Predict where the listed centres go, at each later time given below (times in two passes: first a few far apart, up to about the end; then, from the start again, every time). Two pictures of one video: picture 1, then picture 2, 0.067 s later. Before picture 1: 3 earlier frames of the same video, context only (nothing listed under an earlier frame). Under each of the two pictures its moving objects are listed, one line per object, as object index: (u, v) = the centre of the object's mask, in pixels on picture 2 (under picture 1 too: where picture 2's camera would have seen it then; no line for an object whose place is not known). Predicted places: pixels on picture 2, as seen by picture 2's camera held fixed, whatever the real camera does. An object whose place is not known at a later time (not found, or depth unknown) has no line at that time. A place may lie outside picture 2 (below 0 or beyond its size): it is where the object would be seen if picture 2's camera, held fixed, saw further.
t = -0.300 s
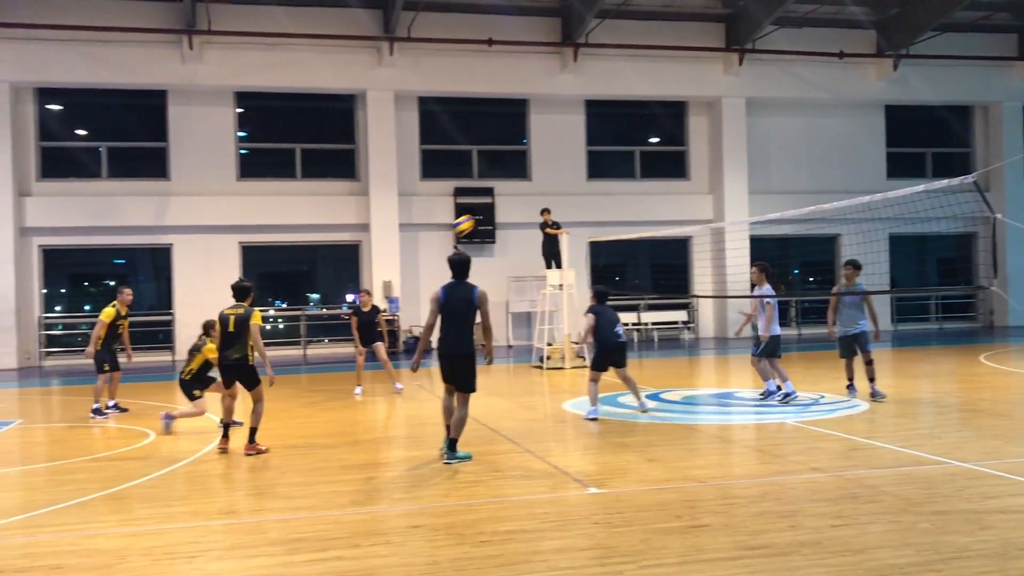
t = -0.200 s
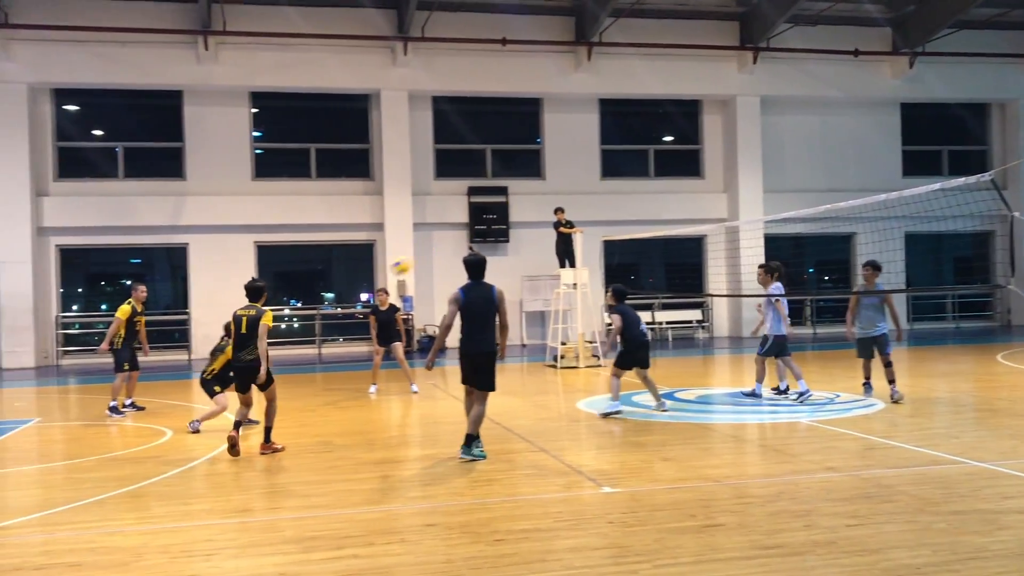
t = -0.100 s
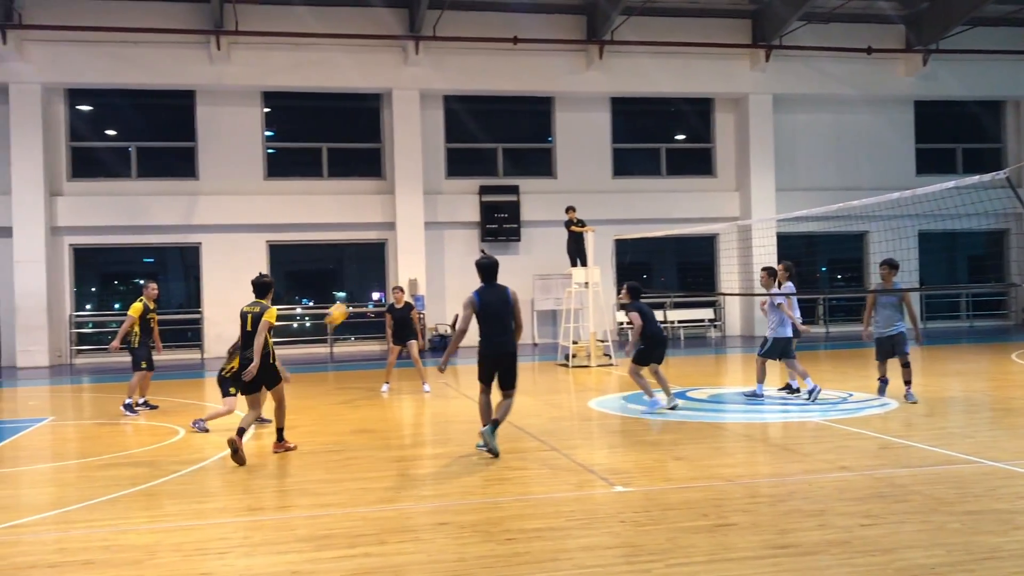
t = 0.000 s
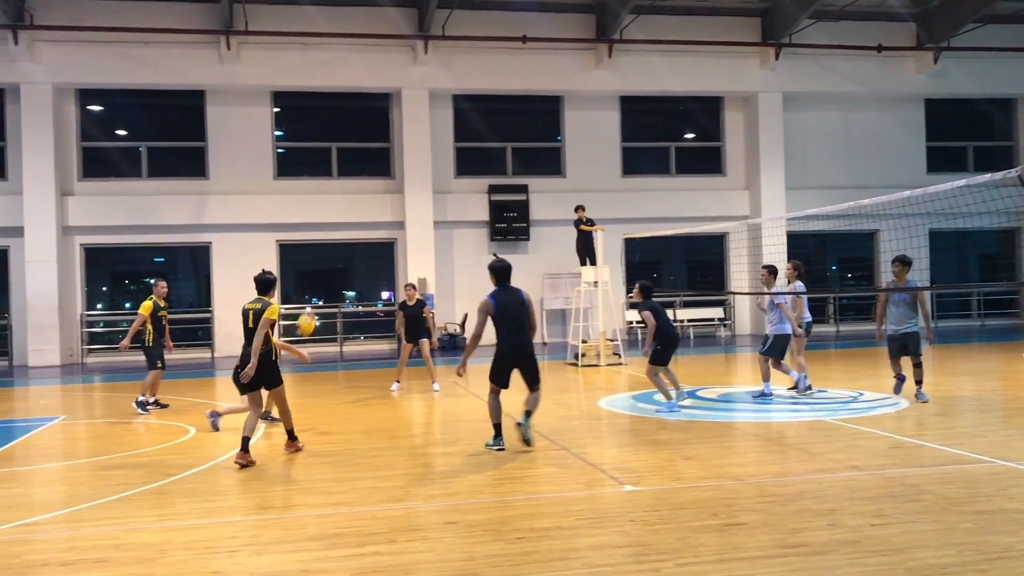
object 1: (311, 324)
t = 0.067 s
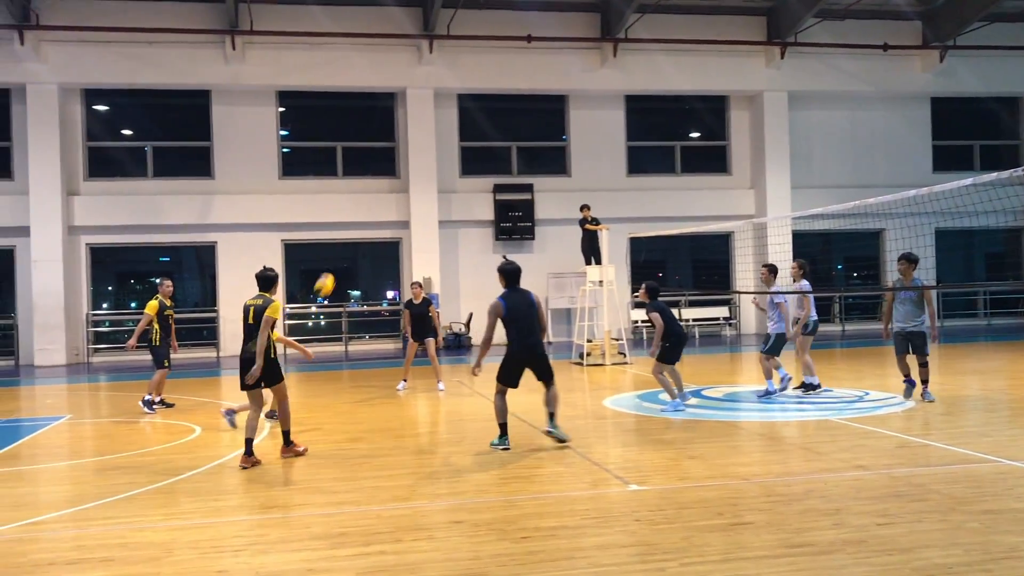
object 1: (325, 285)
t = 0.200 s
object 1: (352, 220)
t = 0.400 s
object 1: (389, 153)
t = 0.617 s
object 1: (430, 119)
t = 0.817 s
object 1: (467, 122)
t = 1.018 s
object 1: (504, 158)
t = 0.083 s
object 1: (328, 276)
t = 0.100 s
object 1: (331, 267)
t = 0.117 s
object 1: (335, 259)
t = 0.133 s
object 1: (338, 251)
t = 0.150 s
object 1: (342, 243)
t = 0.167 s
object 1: (345, 235)
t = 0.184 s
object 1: (348, 227)
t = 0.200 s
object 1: (352, 220)
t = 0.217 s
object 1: (355, 213)
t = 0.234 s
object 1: (359, 206)
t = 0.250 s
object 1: (362, 199)
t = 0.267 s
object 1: (365, 193)
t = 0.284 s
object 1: (368, 187)
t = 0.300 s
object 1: (371, 181)
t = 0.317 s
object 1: (375, 176)
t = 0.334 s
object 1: (377, 171)
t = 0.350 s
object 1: (380, 166)
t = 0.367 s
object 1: (384, 162)
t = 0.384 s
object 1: (386, 158)
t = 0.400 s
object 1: (389, 153)
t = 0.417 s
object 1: (392, 149)
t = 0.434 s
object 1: (395, 145)
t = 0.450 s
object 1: (398, 142)
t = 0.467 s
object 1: (401, 138)
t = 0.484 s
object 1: (404, 135)
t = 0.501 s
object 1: (407, 132)
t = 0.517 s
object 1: (411, 130)
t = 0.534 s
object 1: (414, 127)
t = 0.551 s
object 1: (417, 125)
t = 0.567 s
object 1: (421, 123)
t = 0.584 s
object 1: (424, 121)
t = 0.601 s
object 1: (427, 120)
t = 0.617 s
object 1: (430, 119)
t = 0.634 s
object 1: (433, 118)
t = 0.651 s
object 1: (436, 117)
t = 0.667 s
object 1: (439, 117)
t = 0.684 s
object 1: (442, 116)
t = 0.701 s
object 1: (445, 116)
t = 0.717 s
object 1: (448, 116)
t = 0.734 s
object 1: (451, 116)
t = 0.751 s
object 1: (455, 117)
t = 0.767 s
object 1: (458, 118)
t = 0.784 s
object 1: (461, 119)
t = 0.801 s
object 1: (464, 121)
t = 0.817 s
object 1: (467, 122)
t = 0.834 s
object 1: (470, 124)
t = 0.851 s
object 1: (473, 126)
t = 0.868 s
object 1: (476, 128)
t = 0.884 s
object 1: (479, 130)
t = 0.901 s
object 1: (482, 132)
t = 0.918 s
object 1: (485, 136)
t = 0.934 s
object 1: (489, 139)
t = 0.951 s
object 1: (492, 142)
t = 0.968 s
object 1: (495, 146)
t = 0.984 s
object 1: (497, 150)
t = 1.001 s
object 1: (501, 153)
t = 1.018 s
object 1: (504, 158)
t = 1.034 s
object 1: (506, 162)
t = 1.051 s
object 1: (510, 167)
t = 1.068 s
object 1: (513, 171)
